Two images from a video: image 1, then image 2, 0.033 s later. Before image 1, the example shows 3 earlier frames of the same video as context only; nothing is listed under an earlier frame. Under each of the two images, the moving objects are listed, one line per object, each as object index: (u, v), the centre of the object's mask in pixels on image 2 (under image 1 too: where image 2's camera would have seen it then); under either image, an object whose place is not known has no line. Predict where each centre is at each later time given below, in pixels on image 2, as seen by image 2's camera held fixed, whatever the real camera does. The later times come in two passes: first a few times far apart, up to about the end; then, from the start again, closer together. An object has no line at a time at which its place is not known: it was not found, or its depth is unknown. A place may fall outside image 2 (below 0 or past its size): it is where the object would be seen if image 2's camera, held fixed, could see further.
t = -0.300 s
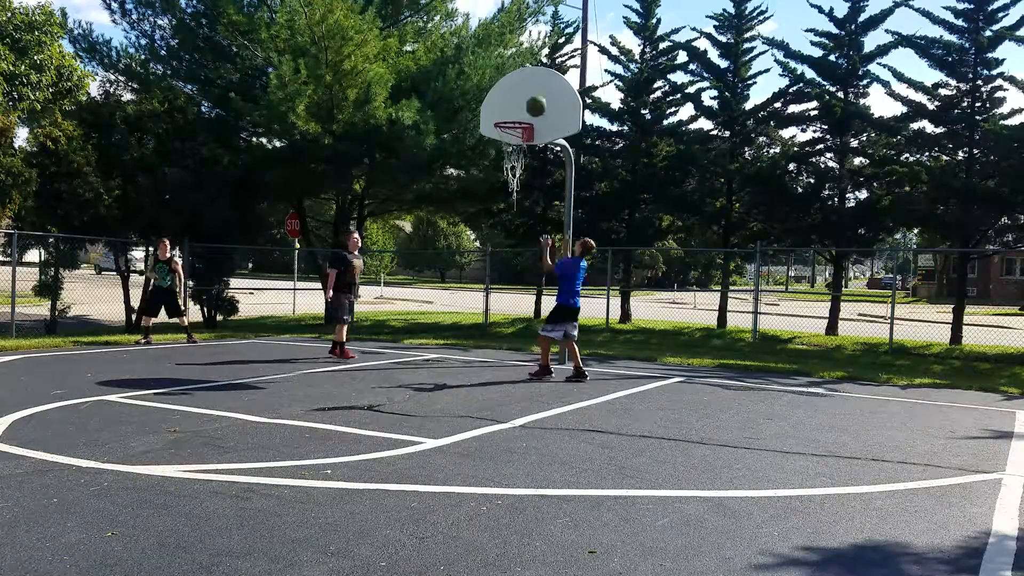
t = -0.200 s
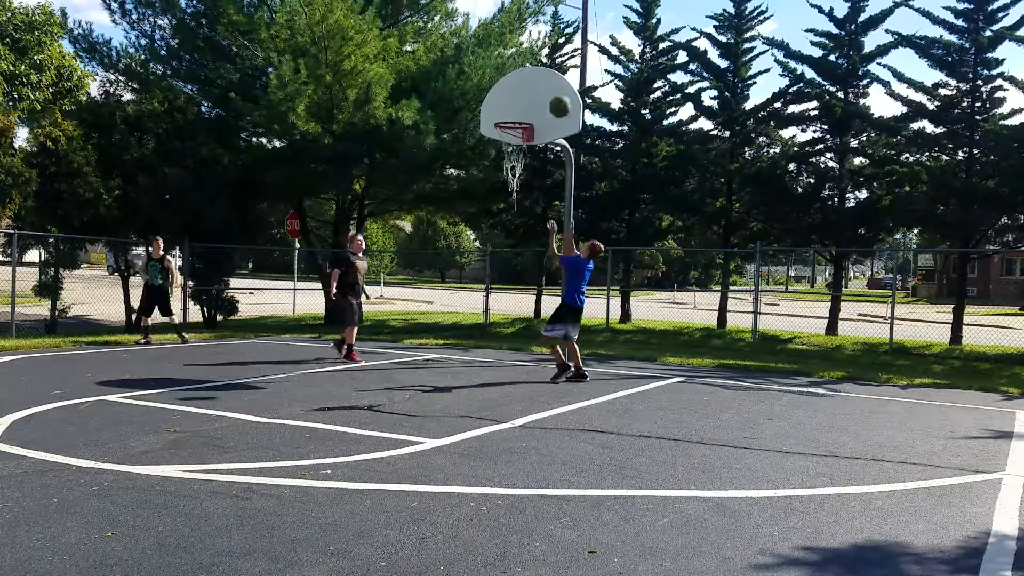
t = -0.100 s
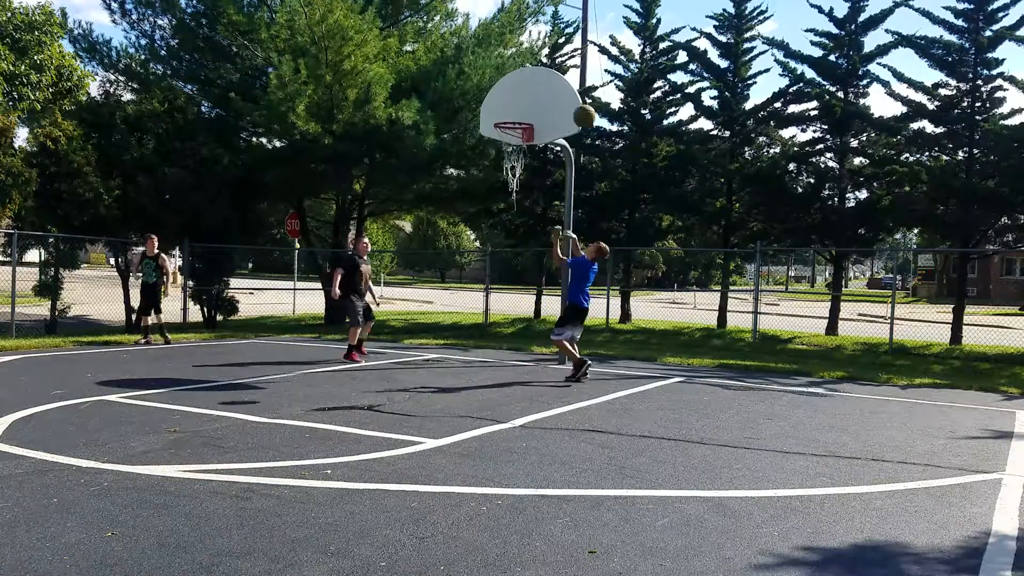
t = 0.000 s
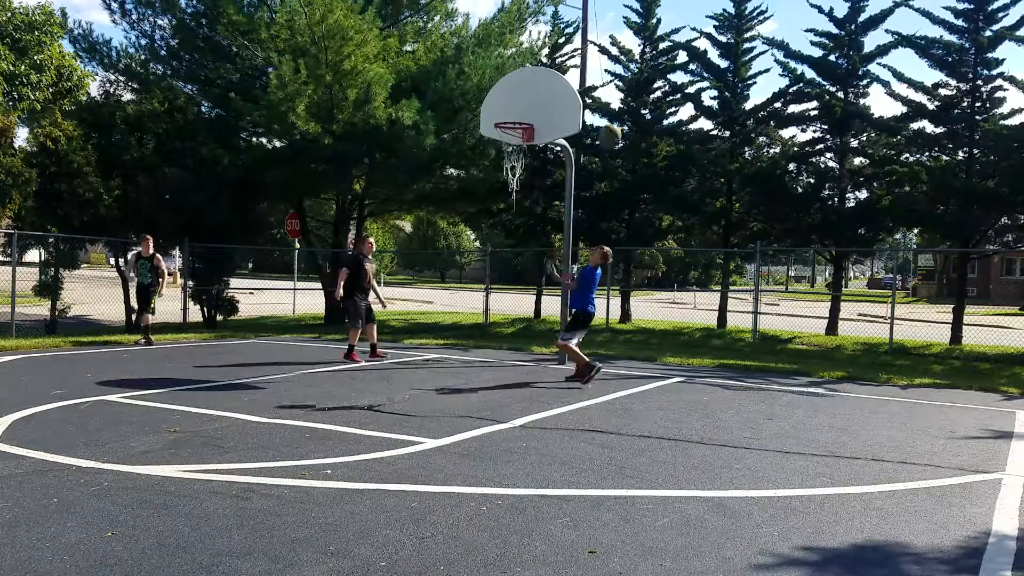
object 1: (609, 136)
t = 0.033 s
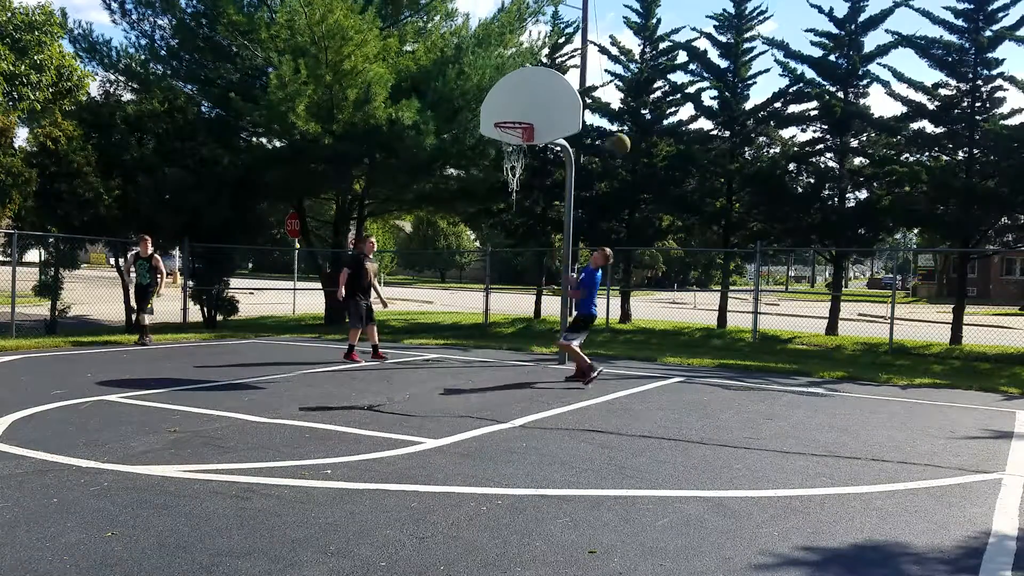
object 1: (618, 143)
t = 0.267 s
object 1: (682, 245)
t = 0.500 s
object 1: (752, 398)
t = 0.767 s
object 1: (854, 290)
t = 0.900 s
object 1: (911, 261)
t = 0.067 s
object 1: (627, 155)
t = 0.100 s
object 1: (636, 167)
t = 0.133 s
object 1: (645, 179)
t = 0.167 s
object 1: (654, 193)
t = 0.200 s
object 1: (662, 210)
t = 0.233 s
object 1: (673, 227)
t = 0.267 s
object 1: (682, 245)
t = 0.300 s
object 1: (691, 264)
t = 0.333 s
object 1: (701, 288)
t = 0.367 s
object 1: (711, 312)
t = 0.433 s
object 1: (733, 364)
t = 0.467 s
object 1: (741, 394)
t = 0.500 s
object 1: (752, 398)
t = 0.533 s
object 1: (764, 382)
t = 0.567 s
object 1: (779, 365)
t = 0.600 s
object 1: (792, 350)
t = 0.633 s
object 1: (800, 338)
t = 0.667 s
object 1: (813, 324)
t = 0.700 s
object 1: (827, 311)
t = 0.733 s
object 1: (840, 300)
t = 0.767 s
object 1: (854, 290)
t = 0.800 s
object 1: (868, 281)
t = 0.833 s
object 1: (882, 274)
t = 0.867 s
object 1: (897, 267)
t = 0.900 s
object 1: (911, 261)
